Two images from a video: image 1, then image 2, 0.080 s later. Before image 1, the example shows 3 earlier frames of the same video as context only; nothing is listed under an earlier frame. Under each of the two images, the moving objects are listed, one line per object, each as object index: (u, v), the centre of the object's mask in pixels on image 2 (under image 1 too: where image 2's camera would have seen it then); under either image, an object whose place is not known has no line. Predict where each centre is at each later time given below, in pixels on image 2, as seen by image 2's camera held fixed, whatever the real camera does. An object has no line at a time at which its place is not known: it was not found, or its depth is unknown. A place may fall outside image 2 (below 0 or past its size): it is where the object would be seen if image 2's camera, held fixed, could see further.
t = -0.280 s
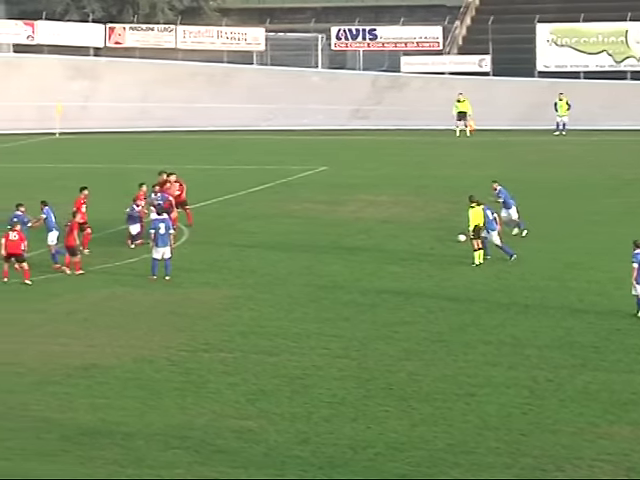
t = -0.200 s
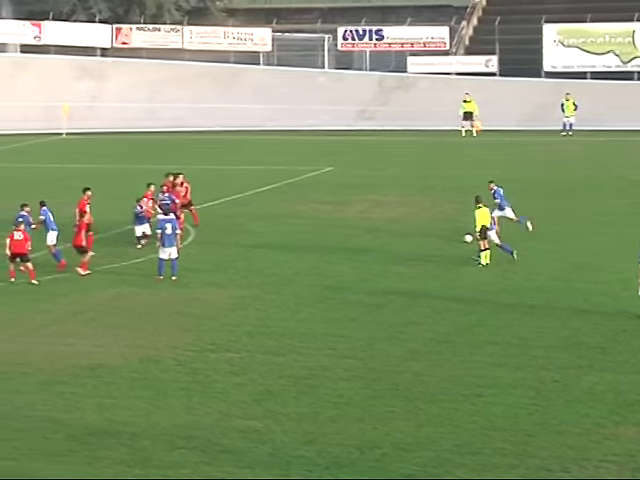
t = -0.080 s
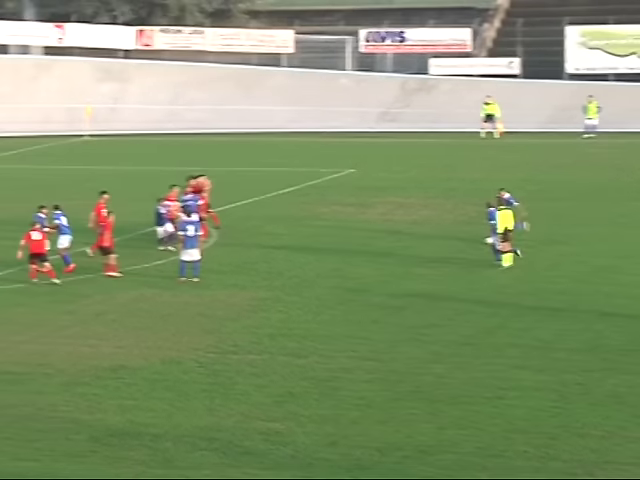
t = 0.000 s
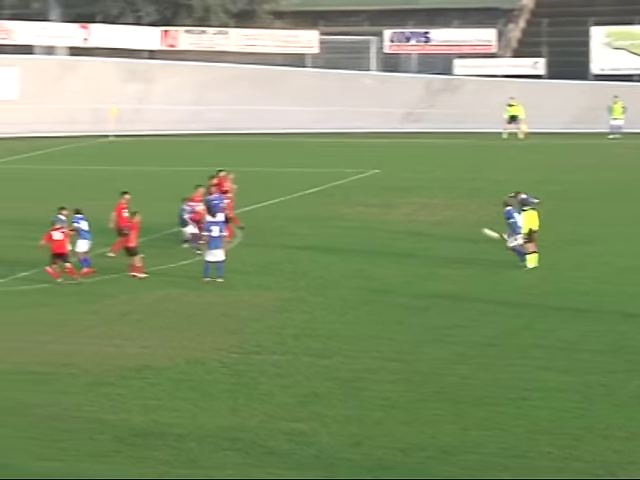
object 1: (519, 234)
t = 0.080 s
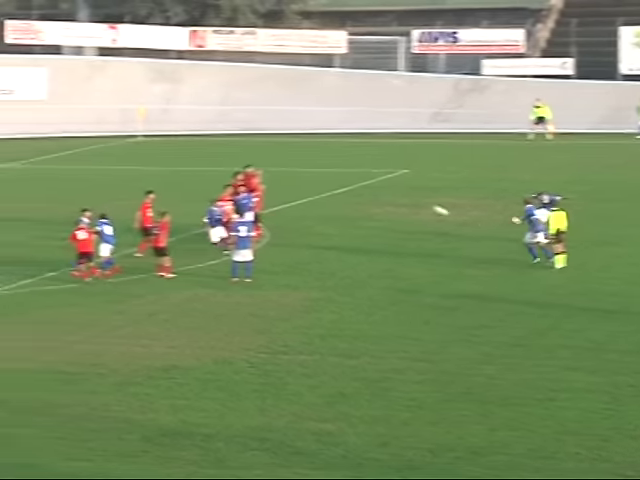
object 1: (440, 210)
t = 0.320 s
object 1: (238, 165)
